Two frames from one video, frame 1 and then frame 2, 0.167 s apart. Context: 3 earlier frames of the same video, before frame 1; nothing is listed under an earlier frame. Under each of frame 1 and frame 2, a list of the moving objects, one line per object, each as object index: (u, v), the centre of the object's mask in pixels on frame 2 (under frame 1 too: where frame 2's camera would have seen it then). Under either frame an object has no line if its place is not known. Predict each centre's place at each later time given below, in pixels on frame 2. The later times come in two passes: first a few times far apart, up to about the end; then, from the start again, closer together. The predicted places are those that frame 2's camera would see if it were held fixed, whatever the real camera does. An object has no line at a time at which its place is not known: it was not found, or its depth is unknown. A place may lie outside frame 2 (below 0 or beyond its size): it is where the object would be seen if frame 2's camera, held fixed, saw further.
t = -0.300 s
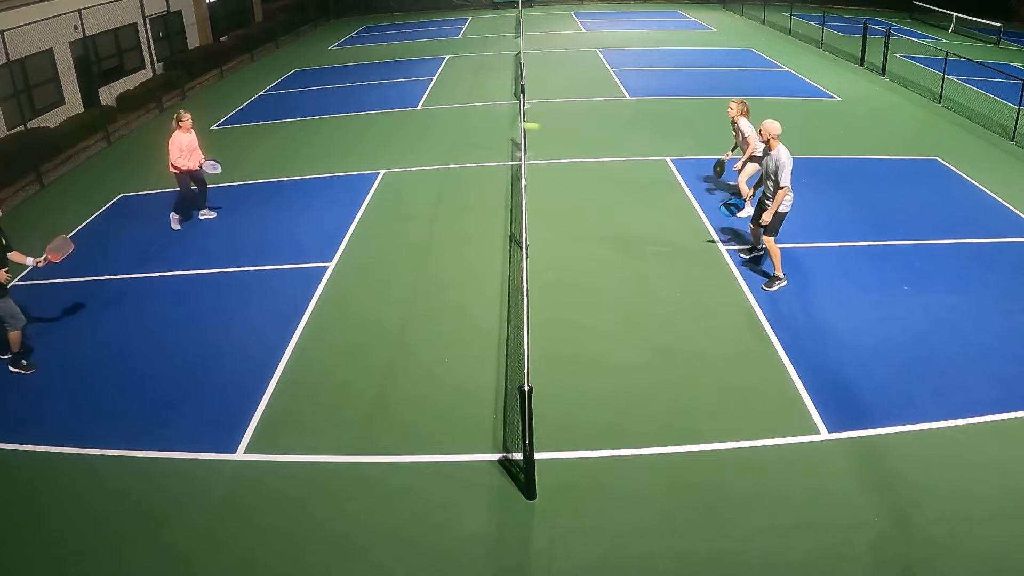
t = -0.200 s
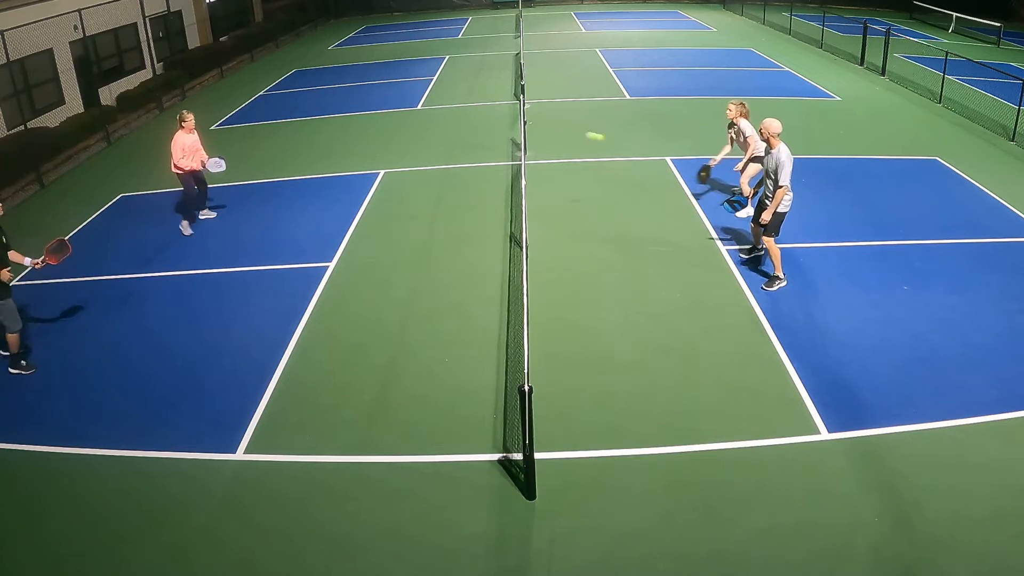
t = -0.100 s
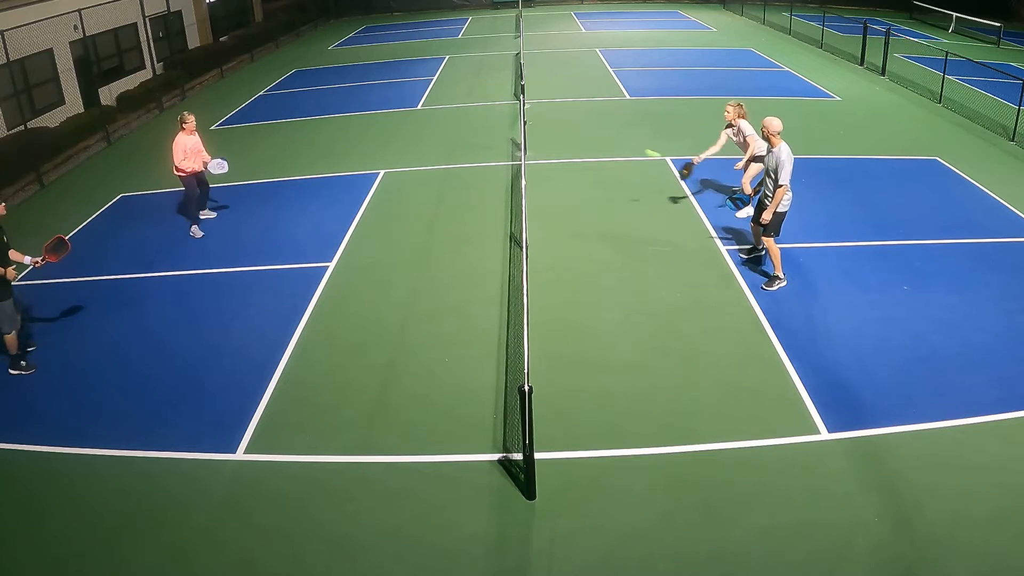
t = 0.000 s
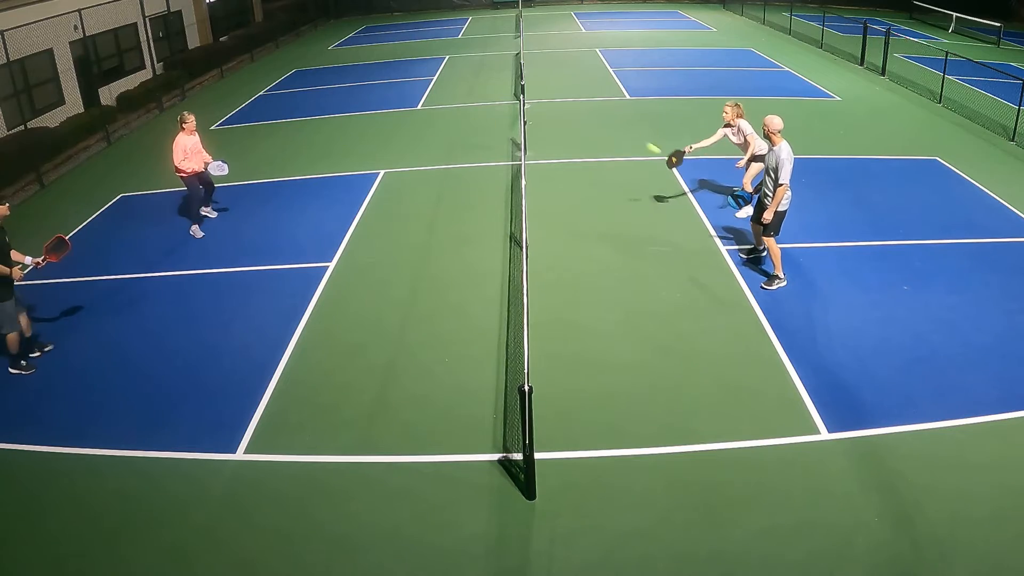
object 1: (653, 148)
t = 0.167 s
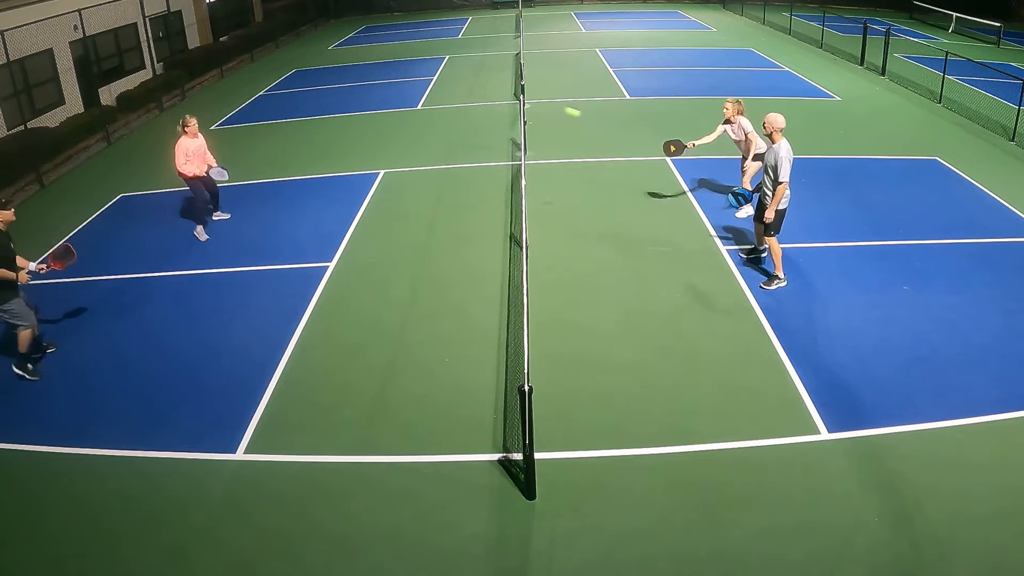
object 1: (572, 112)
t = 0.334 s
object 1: (481, 100)
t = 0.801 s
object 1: (233, 234)
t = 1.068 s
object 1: (136, 330)
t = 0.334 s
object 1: (481, 100)
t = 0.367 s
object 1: (463, 102)
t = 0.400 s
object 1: (444, 105)
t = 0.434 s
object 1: (425, 109)
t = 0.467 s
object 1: (406, 114)
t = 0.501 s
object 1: (388, 121)
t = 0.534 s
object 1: (369, 129)
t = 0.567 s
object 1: (350, 138)
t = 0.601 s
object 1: (332, 148)
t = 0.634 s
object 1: (315, 160)
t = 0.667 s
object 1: (298, 172)
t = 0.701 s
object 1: (280, 187)
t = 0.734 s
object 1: (264, 201)
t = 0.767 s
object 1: (248, 218)
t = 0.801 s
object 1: (233, 234)
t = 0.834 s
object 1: (219, 253)
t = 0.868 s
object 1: (206, 271)
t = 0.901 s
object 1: (194, 290)
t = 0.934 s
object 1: (182, 309)
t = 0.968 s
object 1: (172, 330)
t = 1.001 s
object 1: (161, 343)
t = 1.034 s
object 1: (148, 337)
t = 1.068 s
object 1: (136, 330)
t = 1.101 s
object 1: (123, 325)
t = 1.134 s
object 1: (111, 320)
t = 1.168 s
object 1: (100, 316)
